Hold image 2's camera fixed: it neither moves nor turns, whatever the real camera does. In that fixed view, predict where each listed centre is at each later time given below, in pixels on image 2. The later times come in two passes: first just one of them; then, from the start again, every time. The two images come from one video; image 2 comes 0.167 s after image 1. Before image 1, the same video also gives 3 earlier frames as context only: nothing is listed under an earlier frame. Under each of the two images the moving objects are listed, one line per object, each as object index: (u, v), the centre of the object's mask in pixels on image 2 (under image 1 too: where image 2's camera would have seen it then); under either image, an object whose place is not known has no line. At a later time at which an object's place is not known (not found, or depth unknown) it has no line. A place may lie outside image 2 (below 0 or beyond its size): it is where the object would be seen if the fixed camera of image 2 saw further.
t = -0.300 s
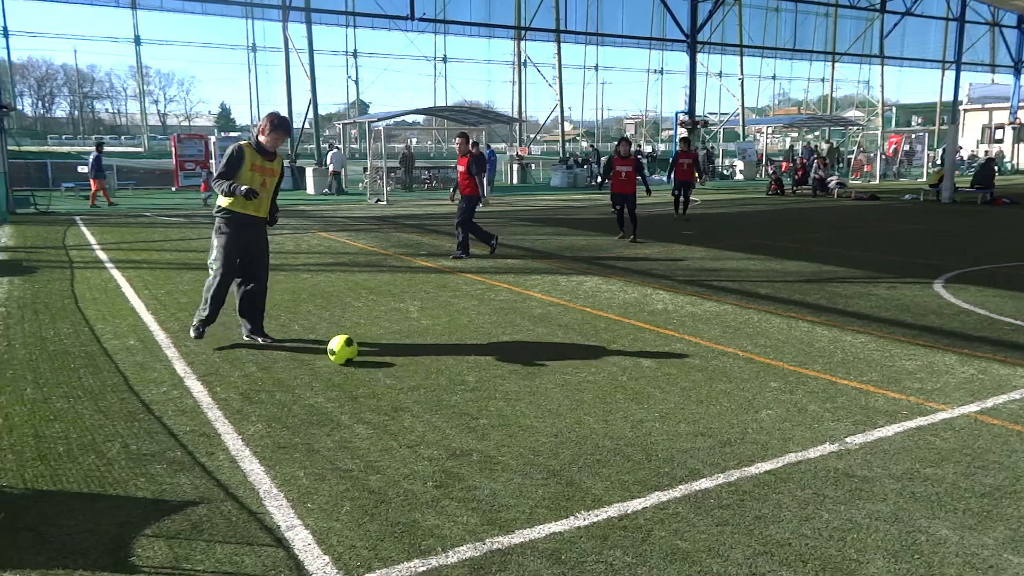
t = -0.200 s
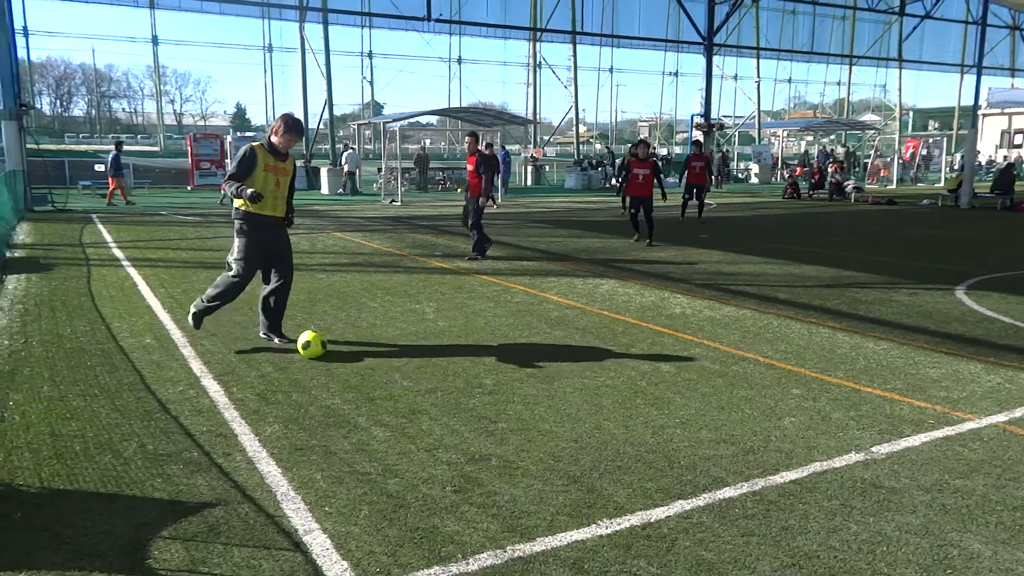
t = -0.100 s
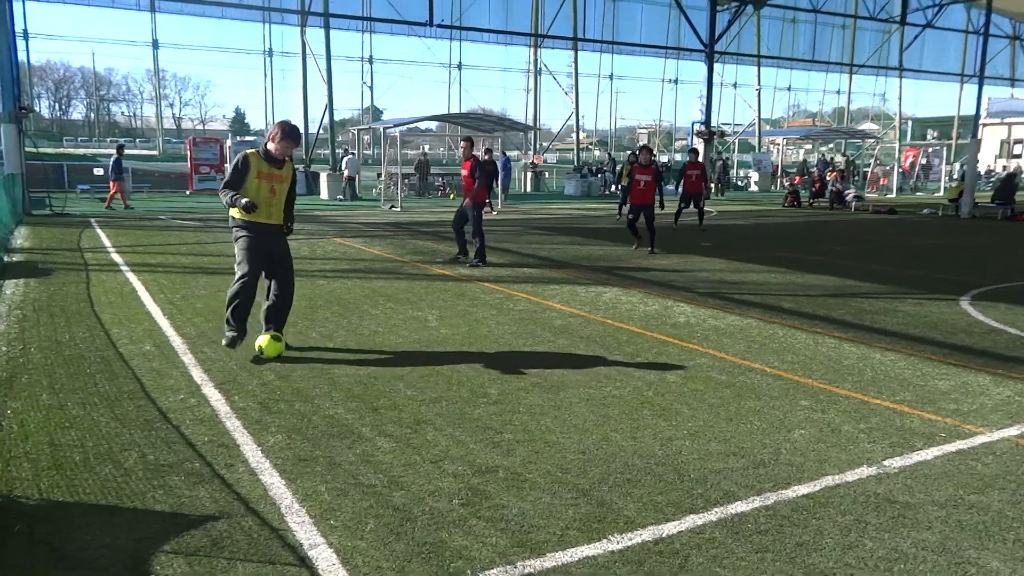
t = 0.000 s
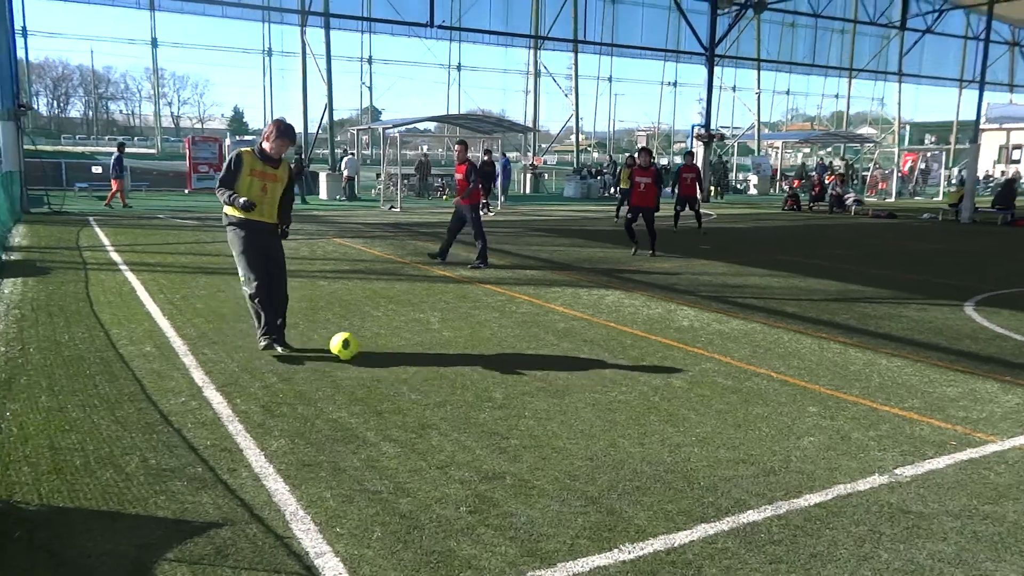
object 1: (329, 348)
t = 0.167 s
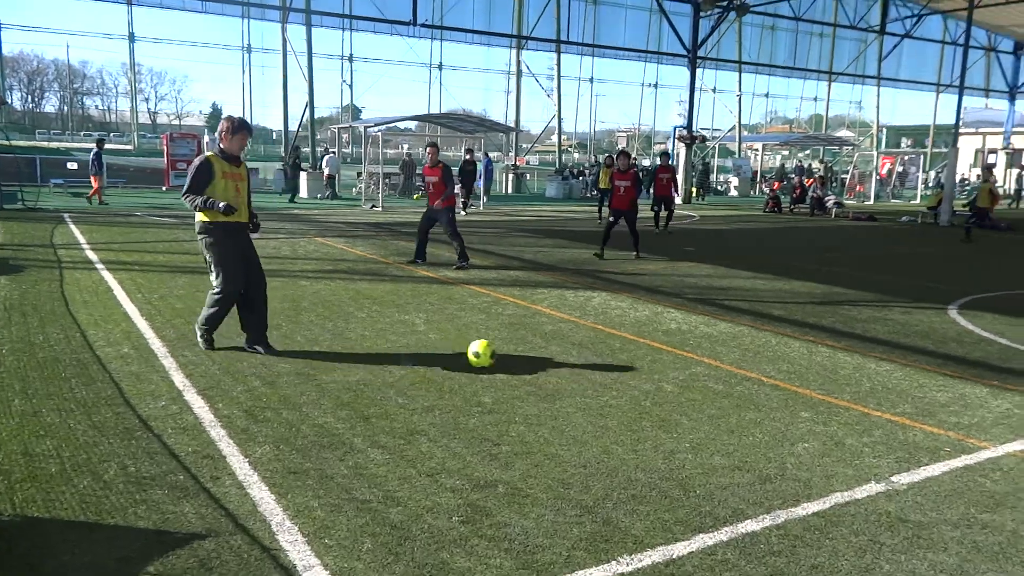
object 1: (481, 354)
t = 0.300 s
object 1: (583, 356)
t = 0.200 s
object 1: (509, 355)
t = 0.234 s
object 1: (535, 356)
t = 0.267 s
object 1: (559, 355)
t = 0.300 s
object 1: (583, 356)
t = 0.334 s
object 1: (606, 358)
